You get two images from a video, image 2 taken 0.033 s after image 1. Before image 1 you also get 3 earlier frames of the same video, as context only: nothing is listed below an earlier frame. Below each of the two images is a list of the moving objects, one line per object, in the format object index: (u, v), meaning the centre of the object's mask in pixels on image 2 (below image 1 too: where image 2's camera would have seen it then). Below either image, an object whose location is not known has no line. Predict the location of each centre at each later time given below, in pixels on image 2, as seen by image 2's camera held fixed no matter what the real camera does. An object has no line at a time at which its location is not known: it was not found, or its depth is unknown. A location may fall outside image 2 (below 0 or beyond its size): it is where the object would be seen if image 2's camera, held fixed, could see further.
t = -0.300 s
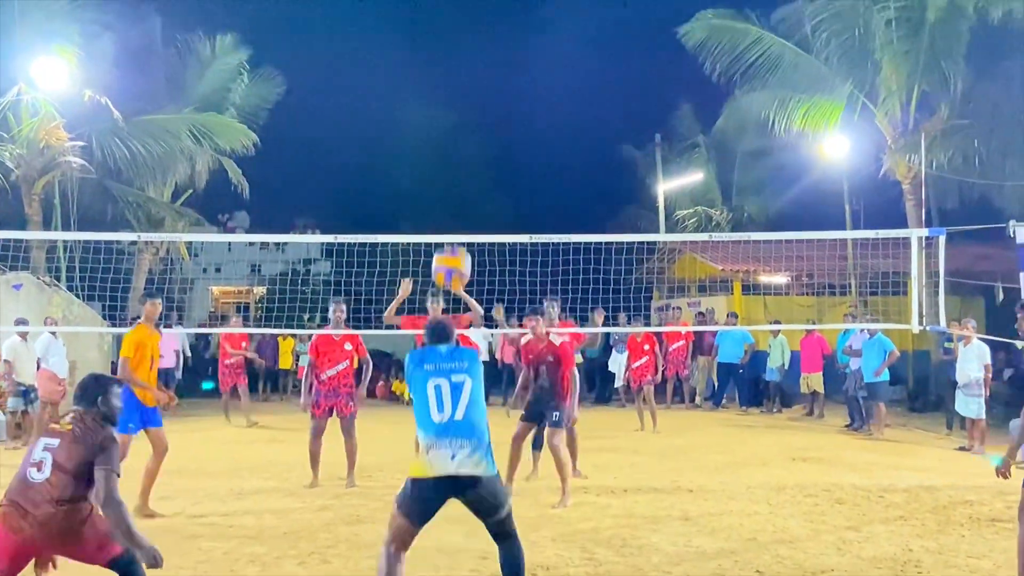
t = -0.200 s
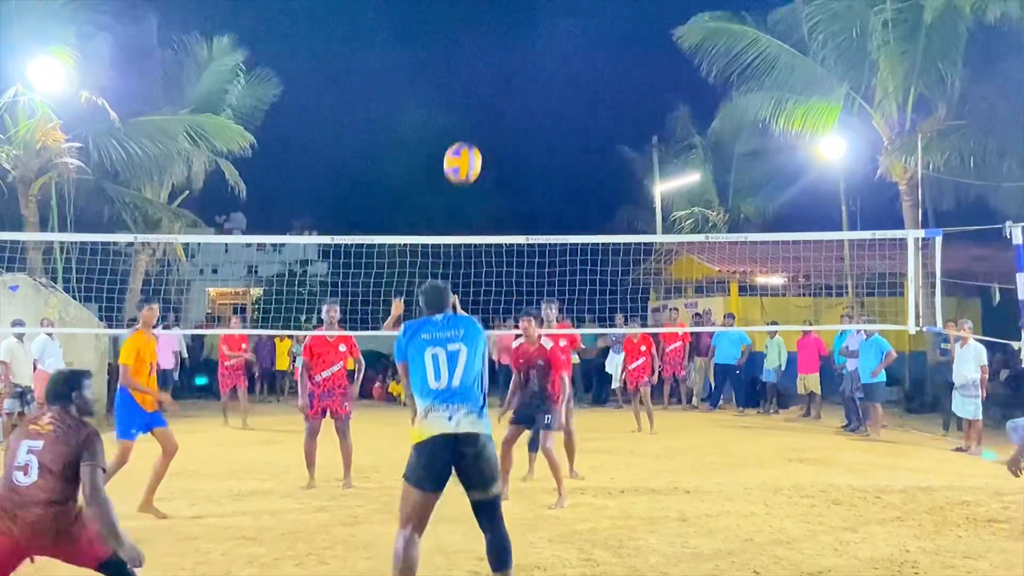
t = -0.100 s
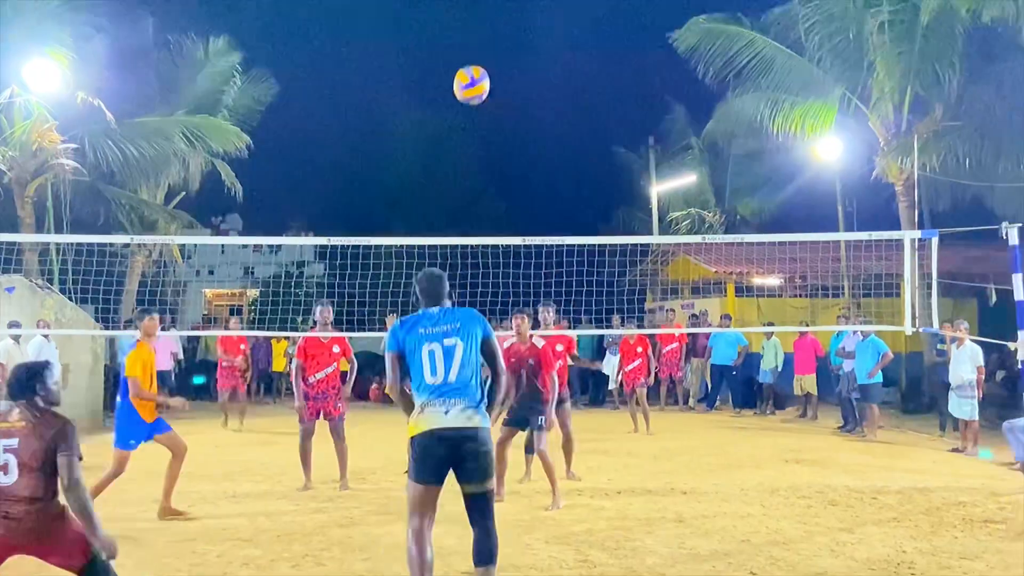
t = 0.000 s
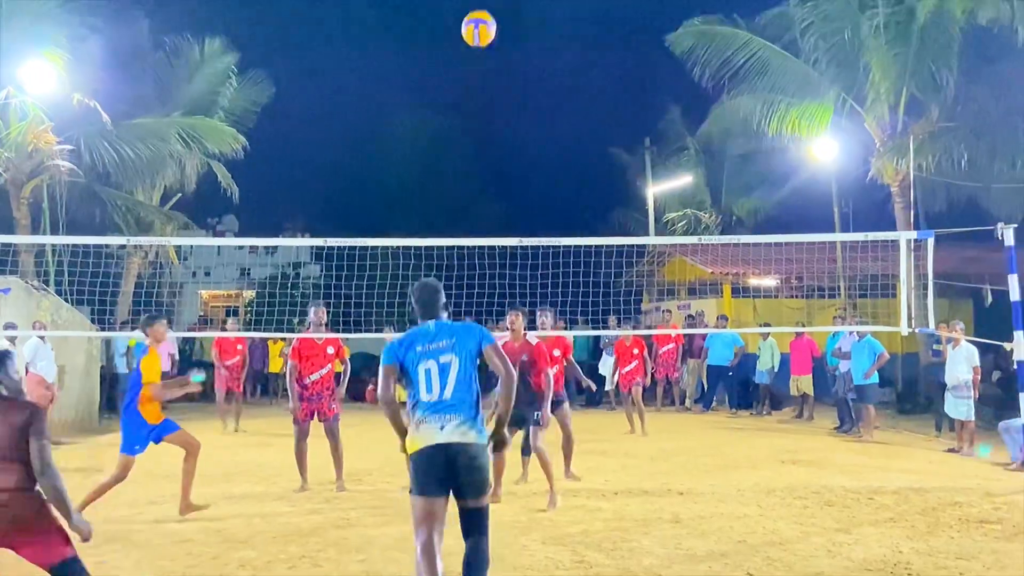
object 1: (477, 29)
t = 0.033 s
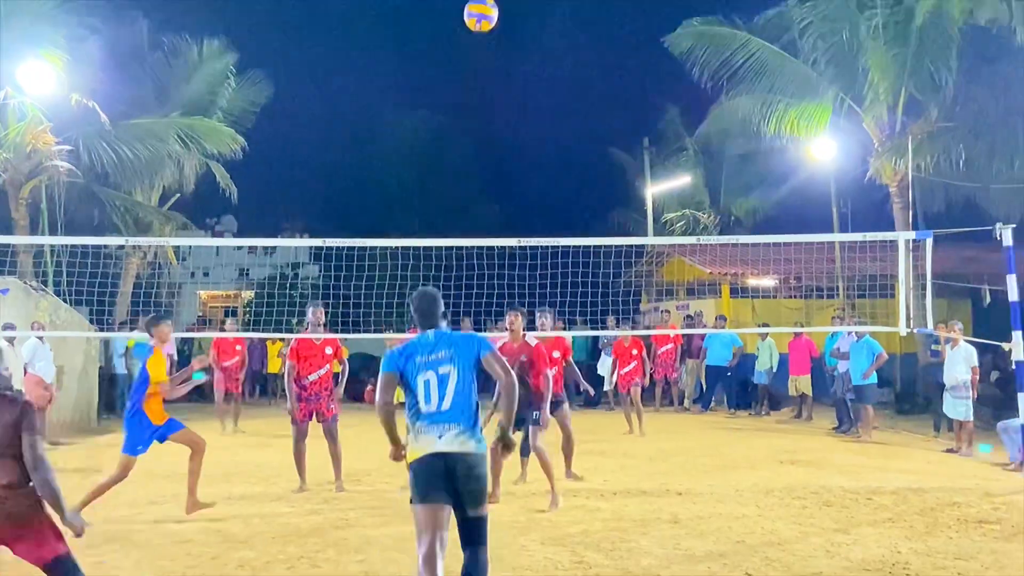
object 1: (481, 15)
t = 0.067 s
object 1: (484, 8)
